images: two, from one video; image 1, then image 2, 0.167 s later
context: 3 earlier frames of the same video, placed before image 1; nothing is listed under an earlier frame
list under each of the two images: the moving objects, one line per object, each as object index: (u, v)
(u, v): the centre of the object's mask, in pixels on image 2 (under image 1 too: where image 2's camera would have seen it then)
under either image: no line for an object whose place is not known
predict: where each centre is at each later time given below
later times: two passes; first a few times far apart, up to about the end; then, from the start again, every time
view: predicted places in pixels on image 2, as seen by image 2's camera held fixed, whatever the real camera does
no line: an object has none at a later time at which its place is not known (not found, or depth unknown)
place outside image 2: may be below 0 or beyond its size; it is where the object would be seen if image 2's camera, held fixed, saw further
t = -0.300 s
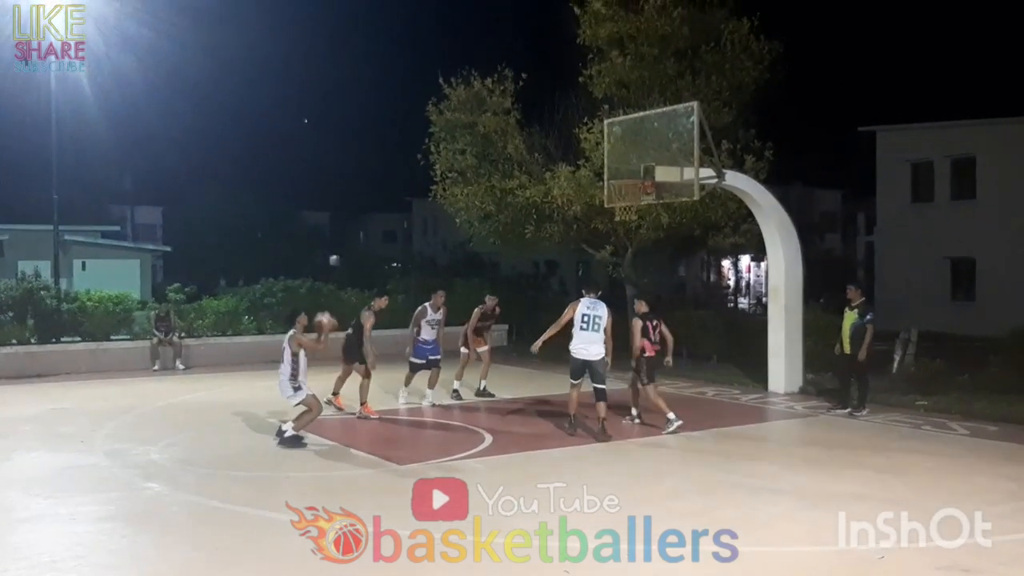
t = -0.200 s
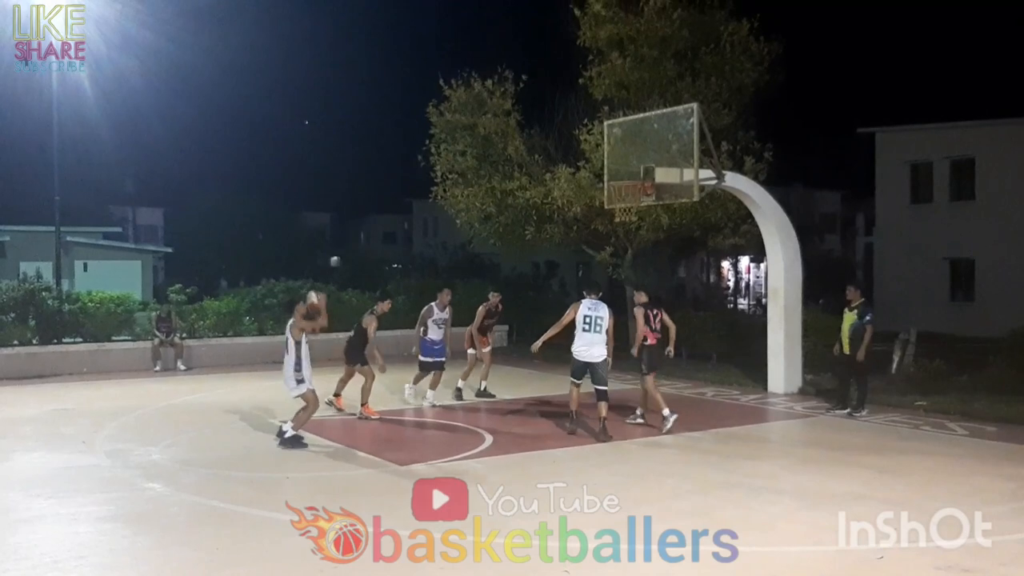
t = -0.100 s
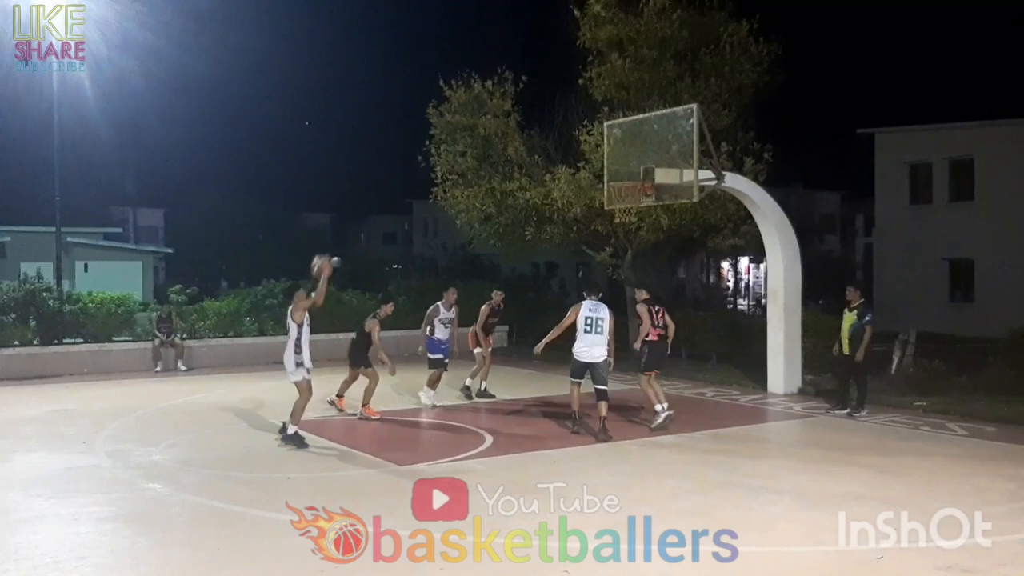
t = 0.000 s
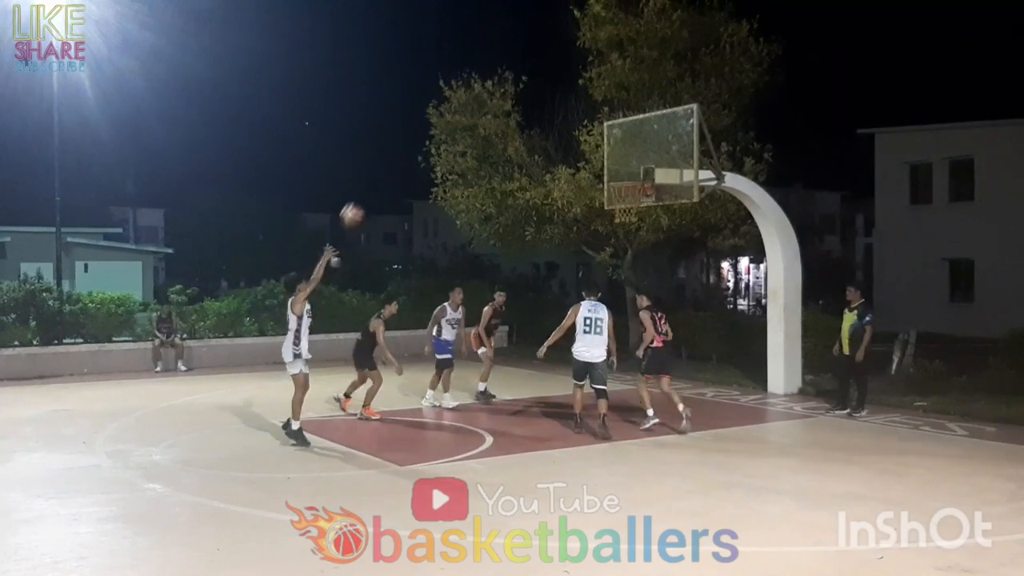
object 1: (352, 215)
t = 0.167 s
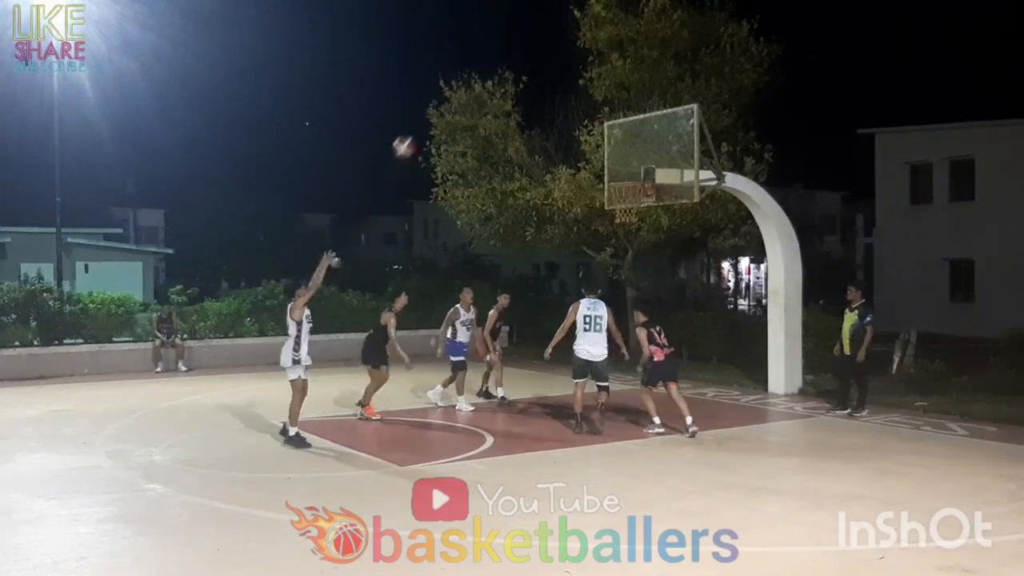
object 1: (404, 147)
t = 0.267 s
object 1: (433, 116)
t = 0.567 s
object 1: (513, 84)
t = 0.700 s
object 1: (546, 94)
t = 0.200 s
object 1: (413, 136)
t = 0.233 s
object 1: (423, 127)
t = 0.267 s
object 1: (433, 116)
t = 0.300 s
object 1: (442, 109)
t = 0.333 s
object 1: (450, 104)
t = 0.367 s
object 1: (460, 98)
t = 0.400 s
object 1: (469, 94)
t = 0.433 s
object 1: (478, 90)
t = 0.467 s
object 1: (487, 87)
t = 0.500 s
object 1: (497, 86)
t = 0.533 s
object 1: (504, 85)
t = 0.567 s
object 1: (513, 84)
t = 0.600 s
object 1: (522, 86)
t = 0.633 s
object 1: (530, 87)
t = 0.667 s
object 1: (538, 90)
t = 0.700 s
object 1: (546, 94)
